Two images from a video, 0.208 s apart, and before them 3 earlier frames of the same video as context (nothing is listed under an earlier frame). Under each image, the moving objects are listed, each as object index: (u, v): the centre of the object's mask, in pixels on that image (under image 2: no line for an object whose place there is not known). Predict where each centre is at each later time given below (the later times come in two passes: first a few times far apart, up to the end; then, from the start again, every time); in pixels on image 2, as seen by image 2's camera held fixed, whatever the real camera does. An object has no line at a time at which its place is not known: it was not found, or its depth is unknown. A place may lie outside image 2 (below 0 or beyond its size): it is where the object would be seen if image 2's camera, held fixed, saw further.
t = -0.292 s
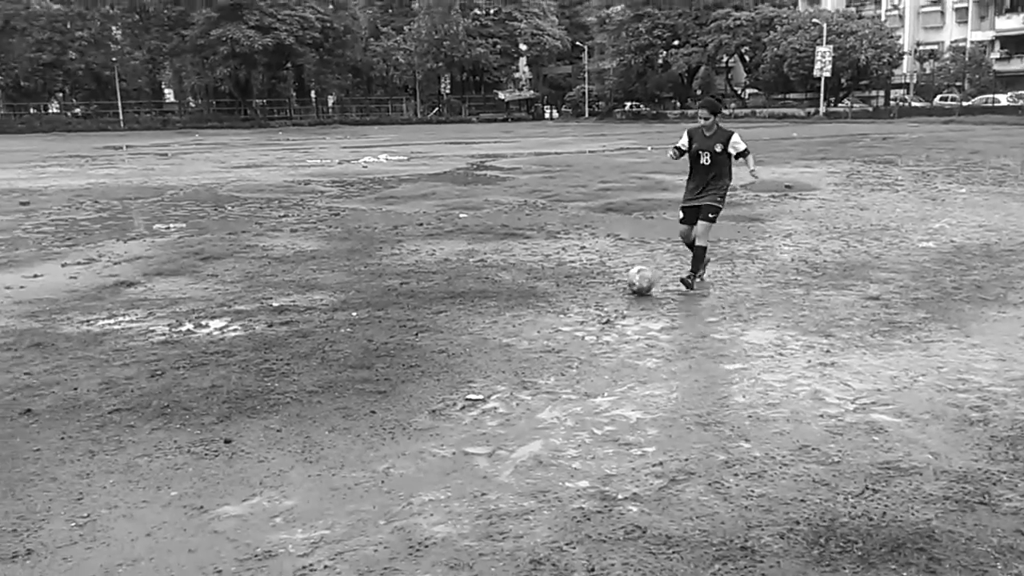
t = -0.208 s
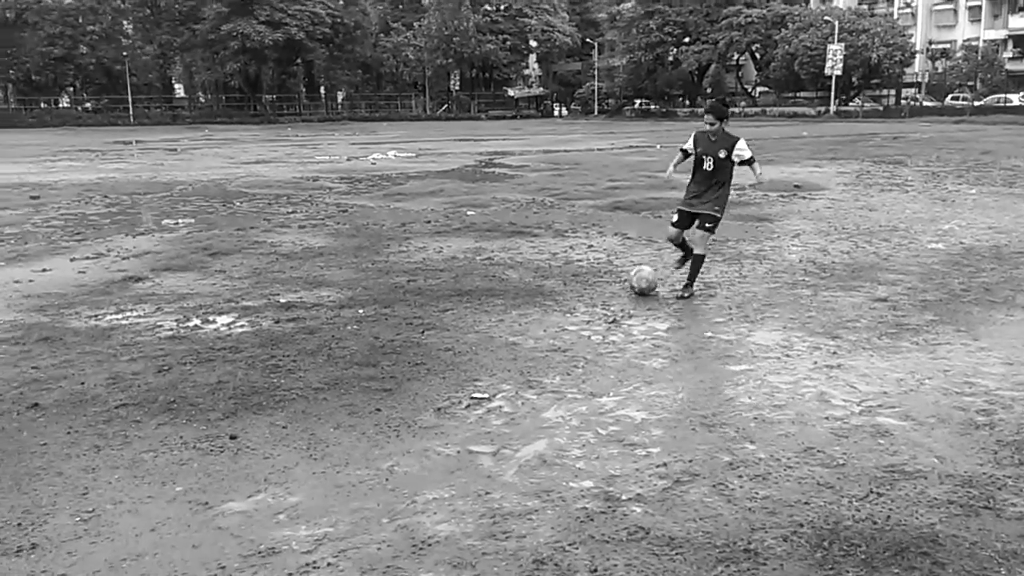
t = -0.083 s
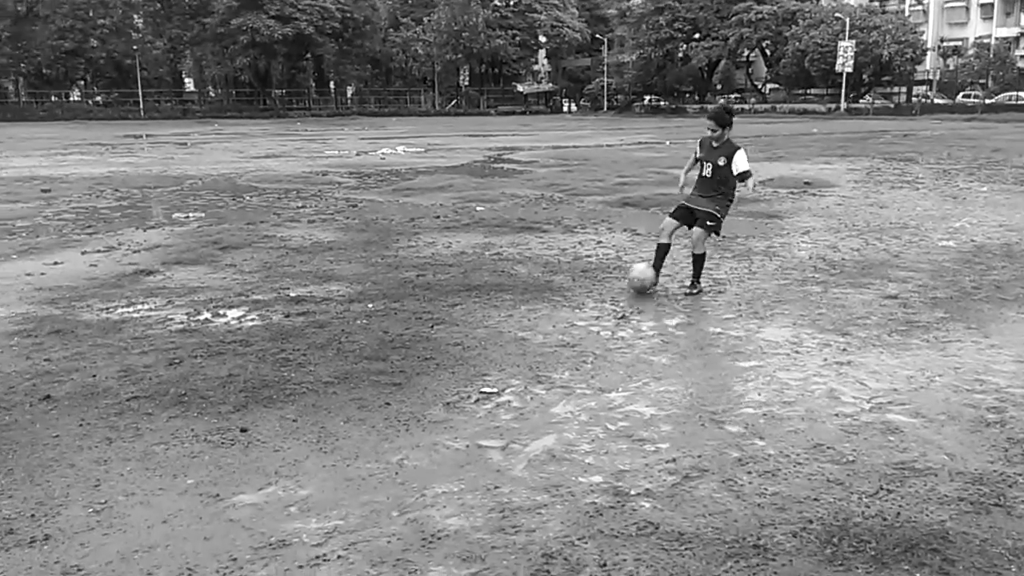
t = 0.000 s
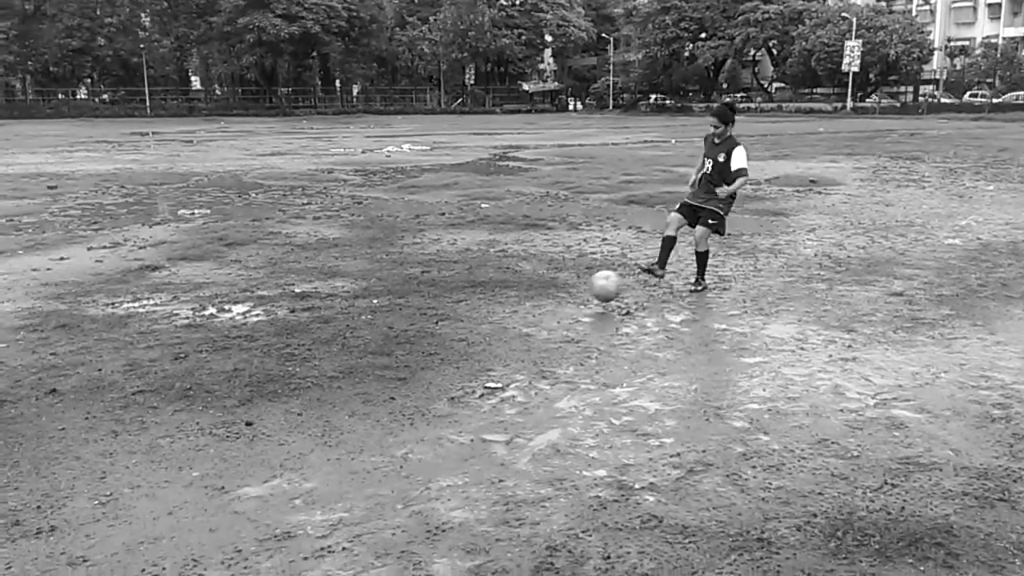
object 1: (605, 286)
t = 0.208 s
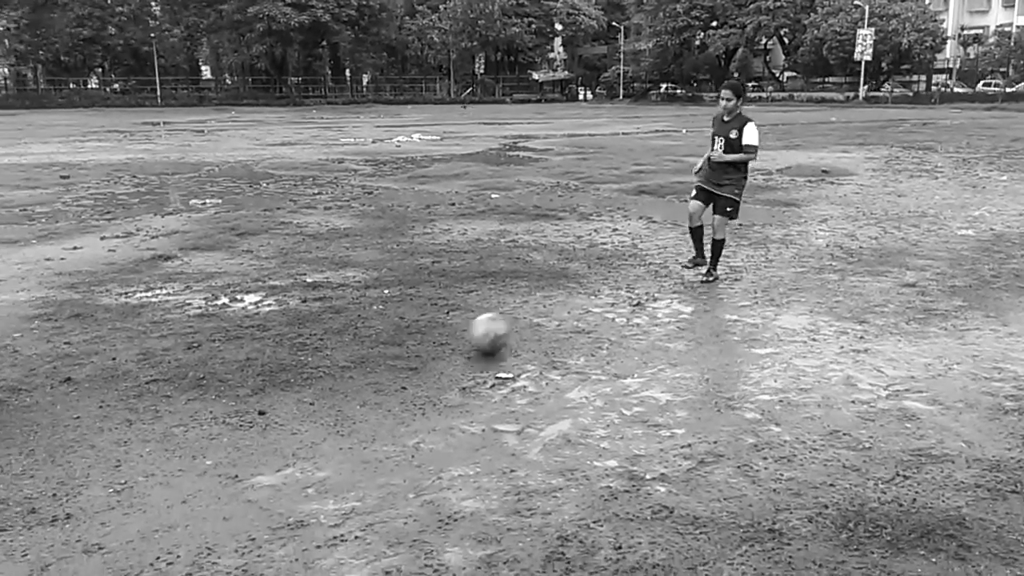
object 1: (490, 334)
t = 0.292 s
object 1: (431, 356)
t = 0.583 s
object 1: (170, 468)
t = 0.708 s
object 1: (7, 540)
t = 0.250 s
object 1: (461, 345)
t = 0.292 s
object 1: (431, 356)
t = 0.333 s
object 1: (398, 371)
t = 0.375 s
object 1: (364, 385)
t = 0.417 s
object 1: (330, 399)
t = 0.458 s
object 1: (293, 417)
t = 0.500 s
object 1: (255, 429)
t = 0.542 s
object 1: (213, 450)
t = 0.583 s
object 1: (170, 468)
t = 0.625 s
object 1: (120, 483)
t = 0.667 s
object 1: (65, 507)
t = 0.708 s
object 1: (7, 540)
